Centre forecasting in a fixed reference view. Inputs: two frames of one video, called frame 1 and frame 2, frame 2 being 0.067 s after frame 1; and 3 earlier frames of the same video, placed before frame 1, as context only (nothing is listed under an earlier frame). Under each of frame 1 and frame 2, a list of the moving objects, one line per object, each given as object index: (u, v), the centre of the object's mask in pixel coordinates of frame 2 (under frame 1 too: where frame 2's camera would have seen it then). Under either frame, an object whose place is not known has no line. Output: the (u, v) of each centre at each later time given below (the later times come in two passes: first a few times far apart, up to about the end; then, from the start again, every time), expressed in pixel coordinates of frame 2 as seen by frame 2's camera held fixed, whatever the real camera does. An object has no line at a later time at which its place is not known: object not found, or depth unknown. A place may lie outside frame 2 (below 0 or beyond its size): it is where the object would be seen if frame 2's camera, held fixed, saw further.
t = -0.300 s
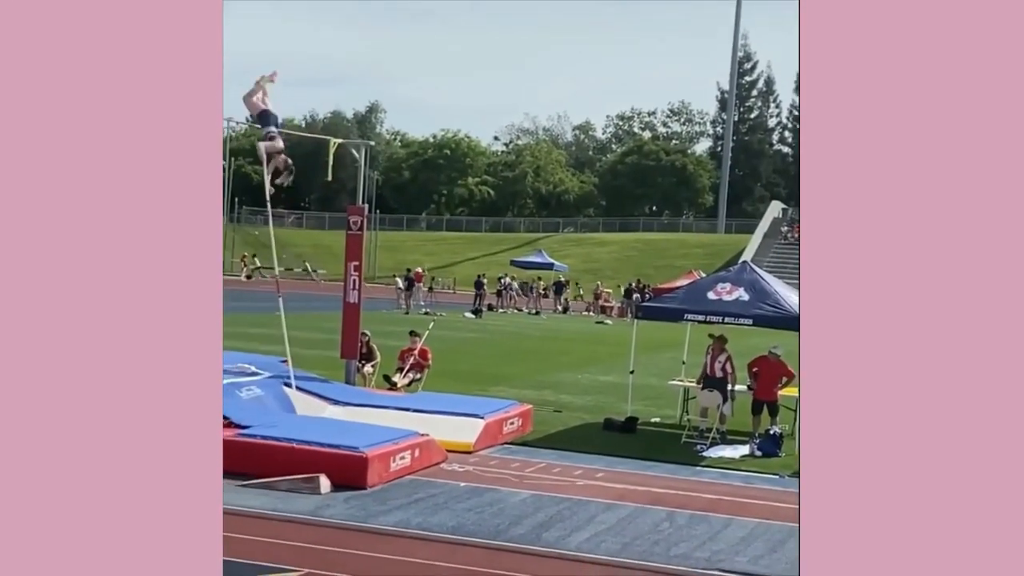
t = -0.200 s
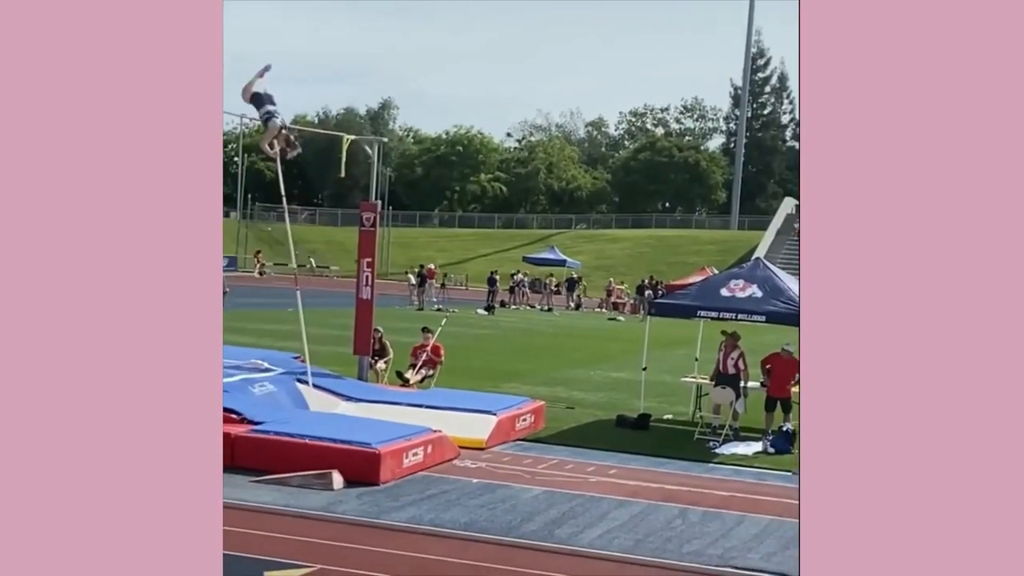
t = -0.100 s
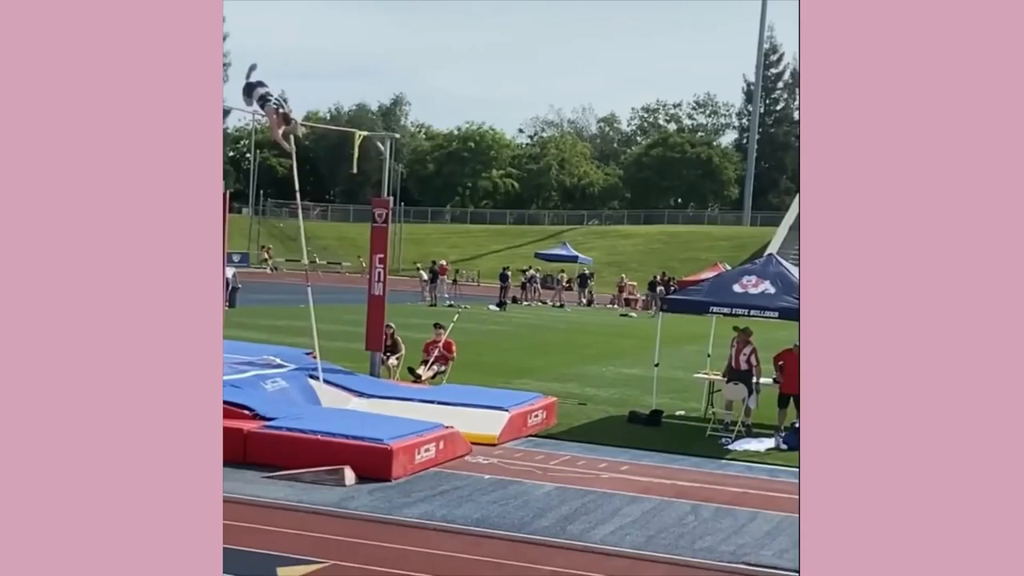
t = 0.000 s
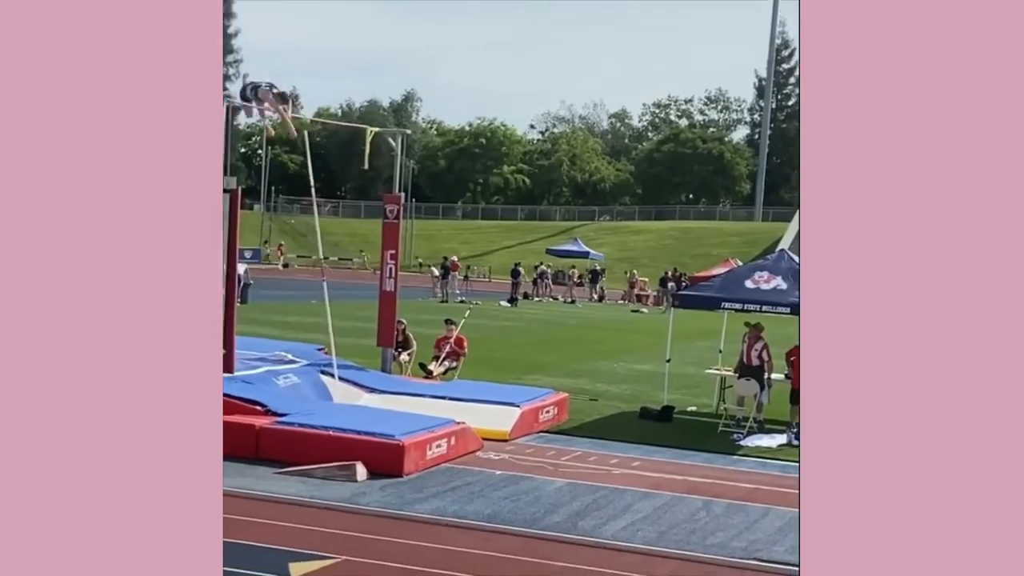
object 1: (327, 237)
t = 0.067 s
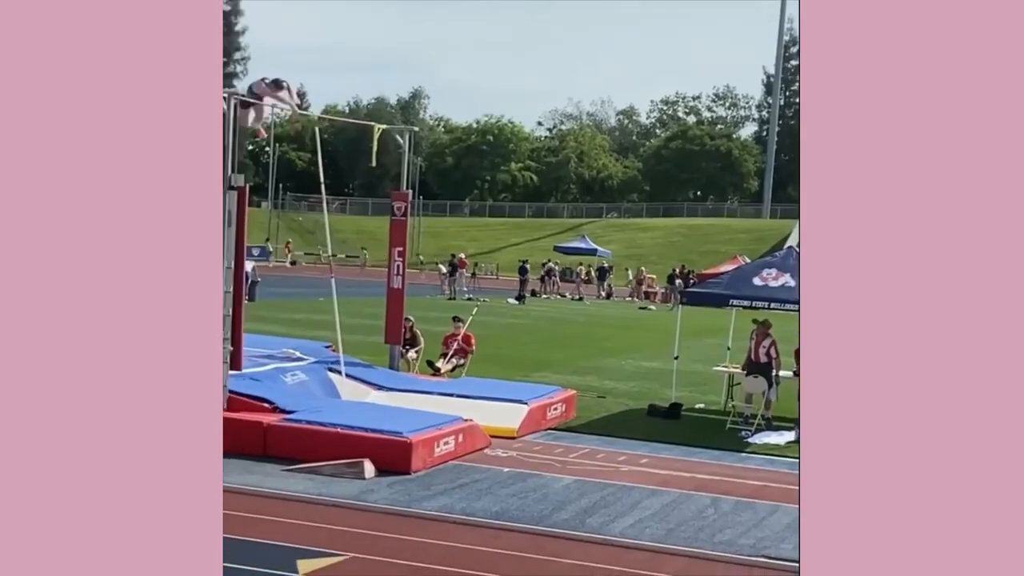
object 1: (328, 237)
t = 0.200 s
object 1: (328, 238)
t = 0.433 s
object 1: (324, 242)
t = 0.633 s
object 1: (313, 245)
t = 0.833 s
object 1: (298, 250)
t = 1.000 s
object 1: (277, 254)
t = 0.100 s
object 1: (328, 238)
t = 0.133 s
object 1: (329, 238)
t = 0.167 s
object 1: (328, 238)
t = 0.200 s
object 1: (328, 238)
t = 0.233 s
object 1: (328, 239)
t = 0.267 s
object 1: (328, 240)
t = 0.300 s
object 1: (327, 241)
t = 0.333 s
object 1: (327, 240)
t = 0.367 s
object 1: (326, 241)
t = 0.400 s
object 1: (325, 240)
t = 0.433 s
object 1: (324, 242)
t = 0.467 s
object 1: (322, 243)
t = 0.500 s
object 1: (321, 242)
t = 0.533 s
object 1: (319, 245)
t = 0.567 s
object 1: (318, 245)
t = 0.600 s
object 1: (315, 245)
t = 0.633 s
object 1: (313, 245)
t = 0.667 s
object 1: (311, 246)
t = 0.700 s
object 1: (309, 246)
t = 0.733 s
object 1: (306, 246)
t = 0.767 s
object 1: (304, 248)
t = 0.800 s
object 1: (301, 250)
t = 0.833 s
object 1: (298, 250)
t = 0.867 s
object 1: (292, 244)
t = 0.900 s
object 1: (290, 250)
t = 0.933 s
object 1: (286, 252)
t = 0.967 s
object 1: (282, 252)
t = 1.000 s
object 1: (277, 254)
